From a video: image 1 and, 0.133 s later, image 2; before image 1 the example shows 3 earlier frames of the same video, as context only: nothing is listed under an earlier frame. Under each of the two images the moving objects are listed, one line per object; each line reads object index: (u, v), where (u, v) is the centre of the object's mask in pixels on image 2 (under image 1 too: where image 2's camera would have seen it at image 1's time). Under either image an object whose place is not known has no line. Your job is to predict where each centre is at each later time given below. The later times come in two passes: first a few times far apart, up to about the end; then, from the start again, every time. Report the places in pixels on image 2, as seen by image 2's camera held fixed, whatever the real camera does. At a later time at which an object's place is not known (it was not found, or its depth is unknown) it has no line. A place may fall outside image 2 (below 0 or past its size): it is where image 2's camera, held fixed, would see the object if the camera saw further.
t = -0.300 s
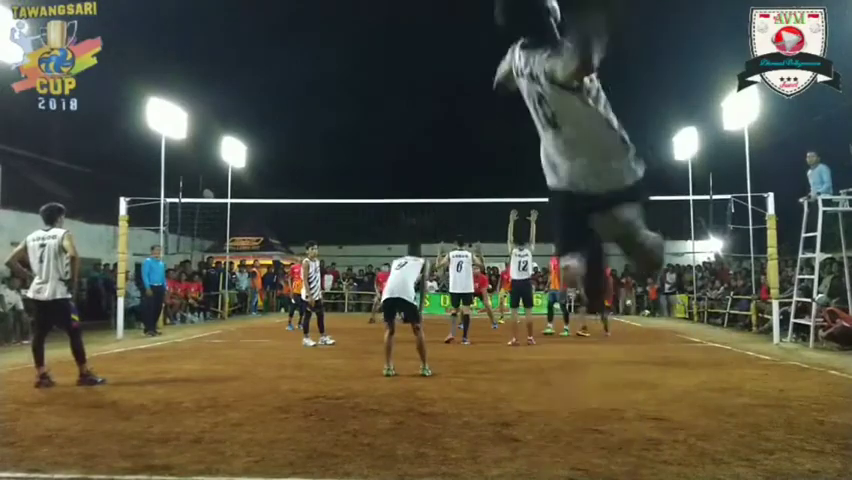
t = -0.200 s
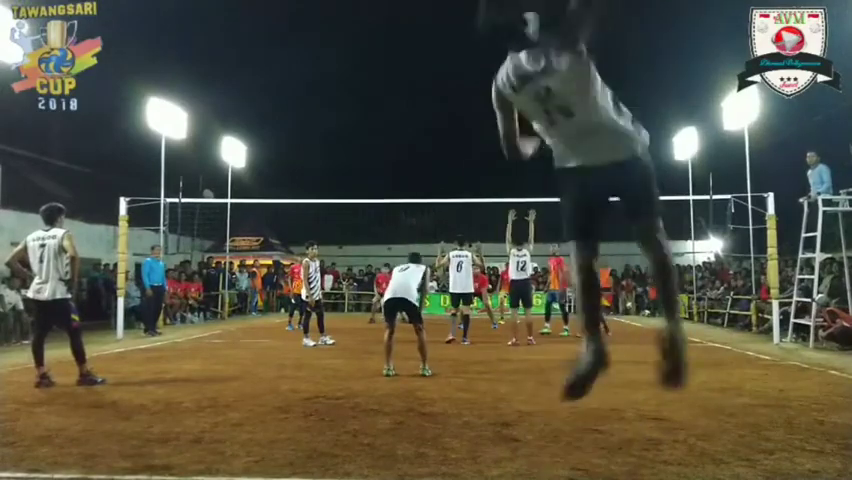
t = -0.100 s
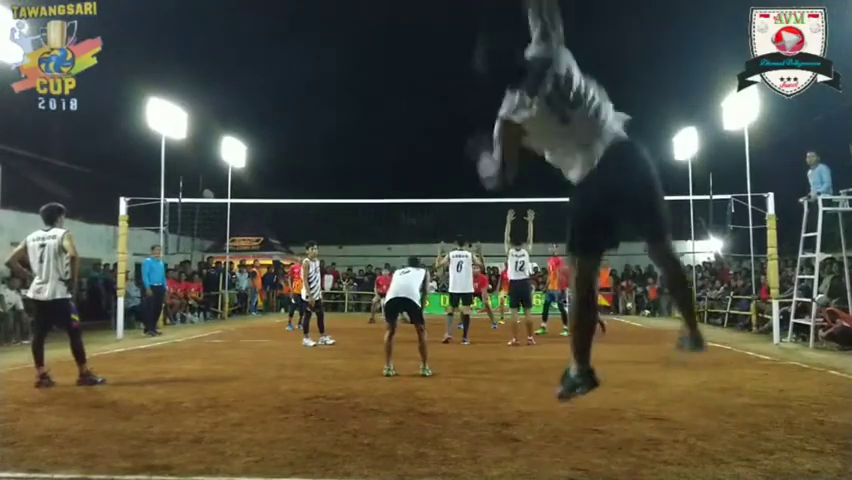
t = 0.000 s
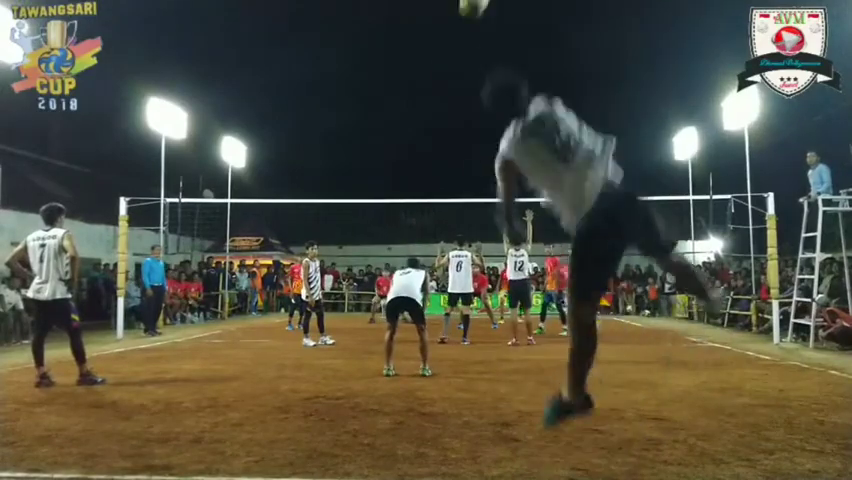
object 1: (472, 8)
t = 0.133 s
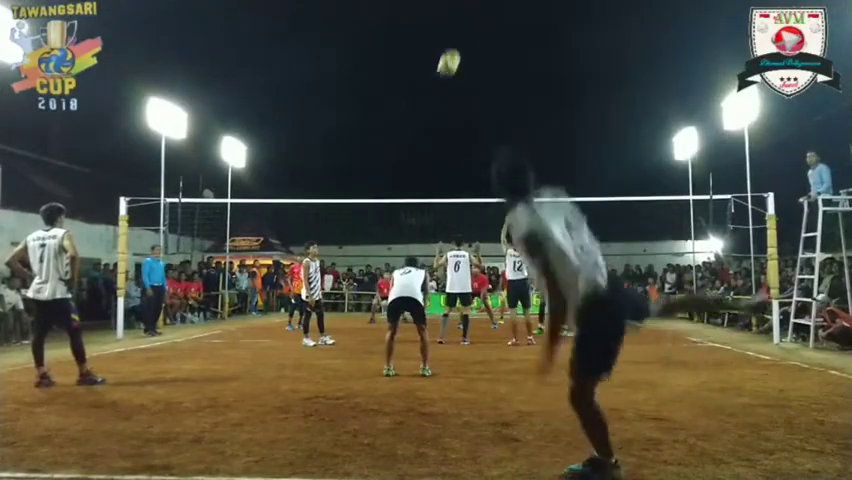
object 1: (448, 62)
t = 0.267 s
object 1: (431, 112)
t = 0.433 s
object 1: (416, 166)
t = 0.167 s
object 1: (444, 76)
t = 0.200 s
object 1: (439, 89)
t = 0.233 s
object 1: (435, 100)
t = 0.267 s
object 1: (431, 112)
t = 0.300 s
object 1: (428, 124)
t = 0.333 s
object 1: (424, 135)
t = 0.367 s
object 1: (422, 146)
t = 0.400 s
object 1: (418, 156)
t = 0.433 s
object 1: (416, 166)
